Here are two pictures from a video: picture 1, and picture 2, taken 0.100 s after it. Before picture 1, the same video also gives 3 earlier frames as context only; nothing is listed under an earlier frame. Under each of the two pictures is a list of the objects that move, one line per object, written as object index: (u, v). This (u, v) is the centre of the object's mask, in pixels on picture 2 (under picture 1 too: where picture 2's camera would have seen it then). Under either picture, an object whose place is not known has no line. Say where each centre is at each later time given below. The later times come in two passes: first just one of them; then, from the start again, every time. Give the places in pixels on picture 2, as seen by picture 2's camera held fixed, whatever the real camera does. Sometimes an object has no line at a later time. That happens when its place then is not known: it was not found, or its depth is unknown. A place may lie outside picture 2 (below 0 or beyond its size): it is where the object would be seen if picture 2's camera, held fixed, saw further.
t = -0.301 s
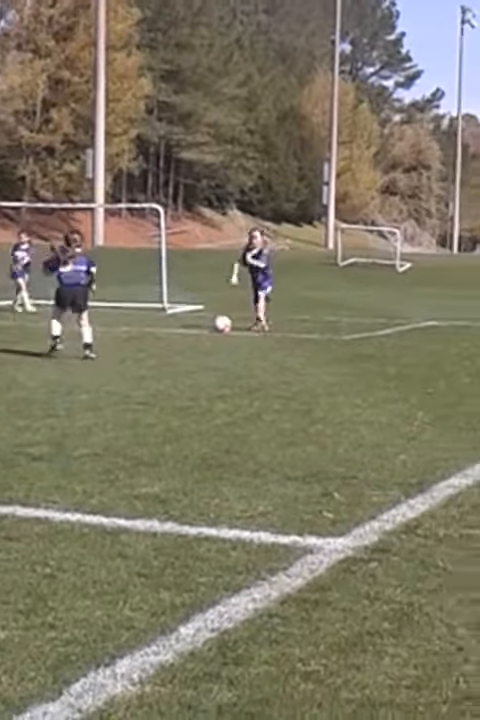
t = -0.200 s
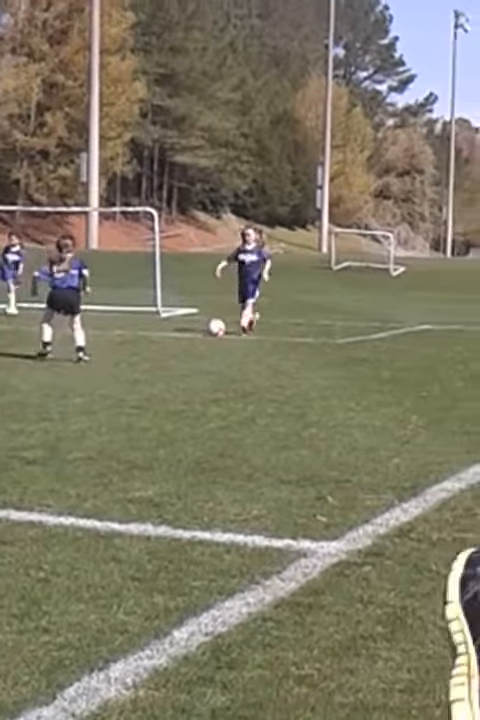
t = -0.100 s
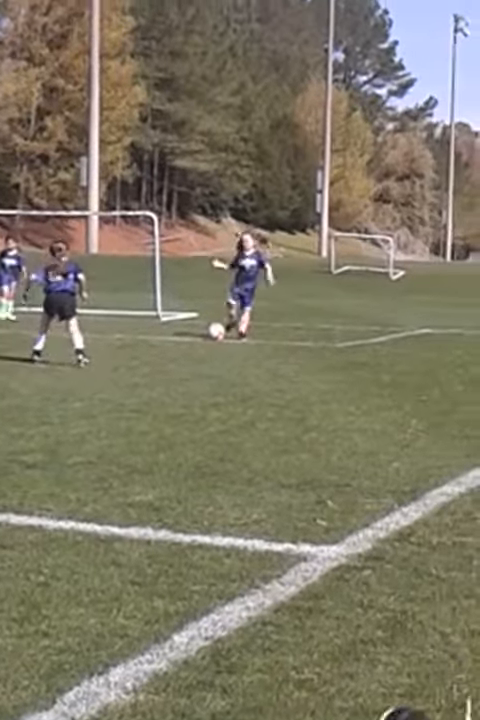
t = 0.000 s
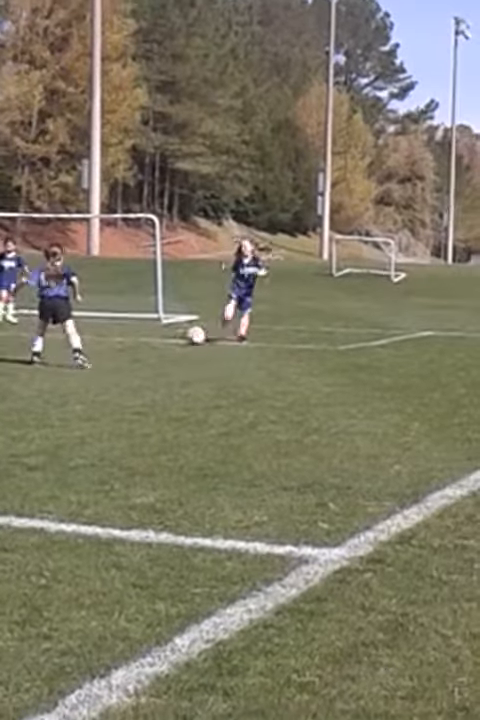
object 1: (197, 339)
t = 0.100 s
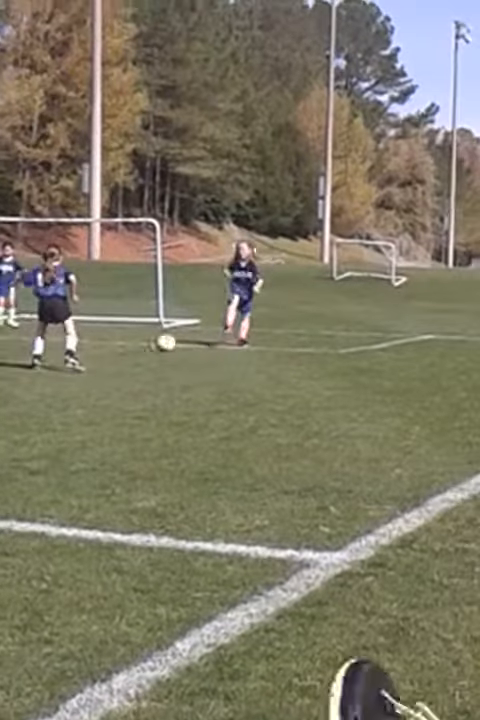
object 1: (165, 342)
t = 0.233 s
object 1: (124, 348)
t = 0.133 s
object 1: (155, 343)
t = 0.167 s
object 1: (145, 345)
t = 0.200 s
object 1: (134, 347)
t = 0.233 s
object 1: (124, 348)
